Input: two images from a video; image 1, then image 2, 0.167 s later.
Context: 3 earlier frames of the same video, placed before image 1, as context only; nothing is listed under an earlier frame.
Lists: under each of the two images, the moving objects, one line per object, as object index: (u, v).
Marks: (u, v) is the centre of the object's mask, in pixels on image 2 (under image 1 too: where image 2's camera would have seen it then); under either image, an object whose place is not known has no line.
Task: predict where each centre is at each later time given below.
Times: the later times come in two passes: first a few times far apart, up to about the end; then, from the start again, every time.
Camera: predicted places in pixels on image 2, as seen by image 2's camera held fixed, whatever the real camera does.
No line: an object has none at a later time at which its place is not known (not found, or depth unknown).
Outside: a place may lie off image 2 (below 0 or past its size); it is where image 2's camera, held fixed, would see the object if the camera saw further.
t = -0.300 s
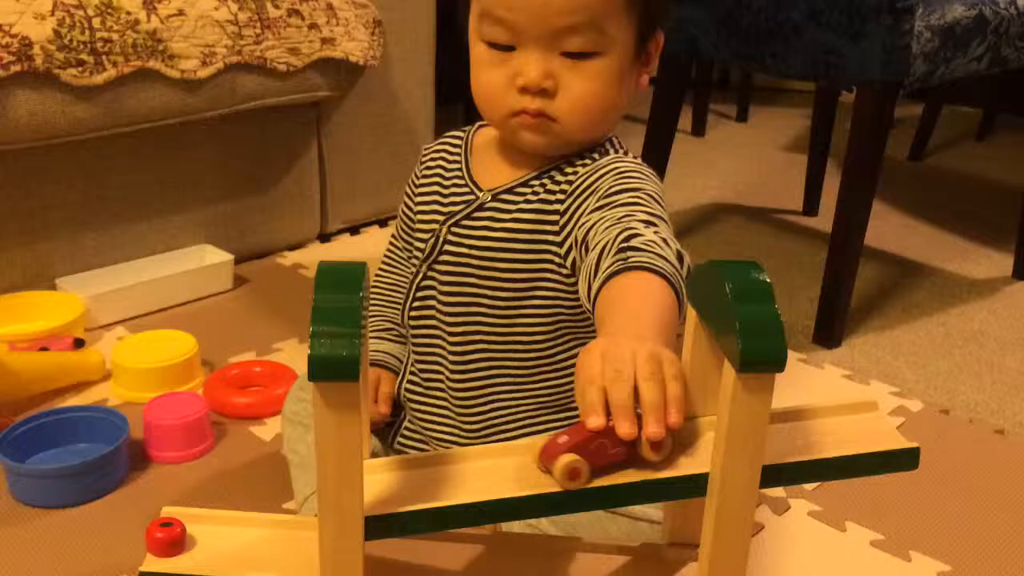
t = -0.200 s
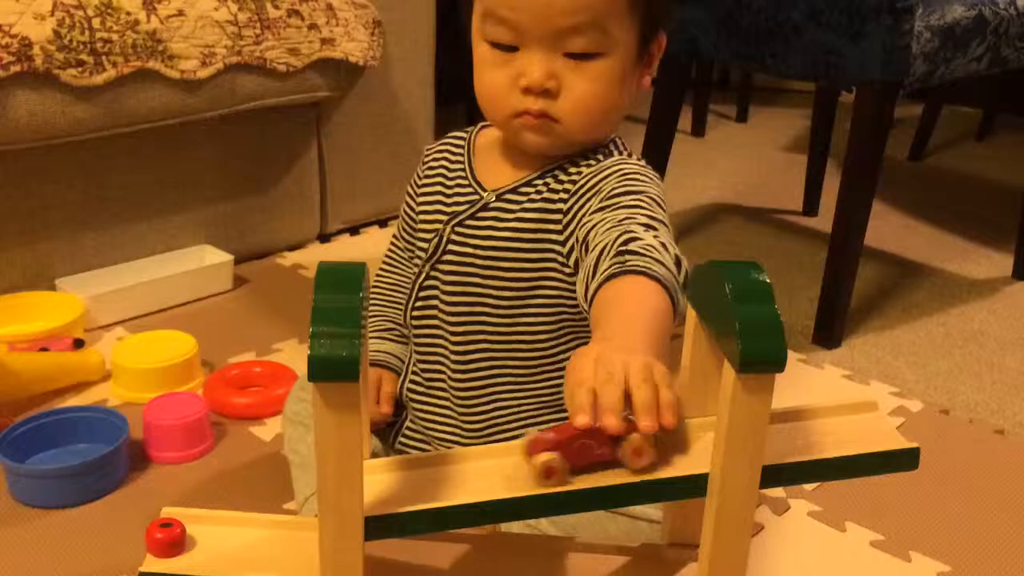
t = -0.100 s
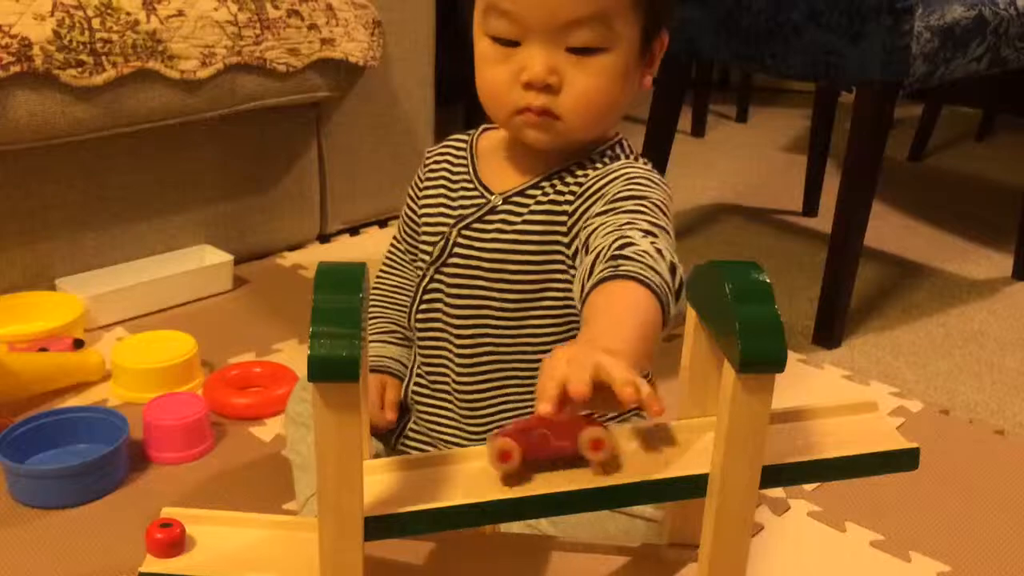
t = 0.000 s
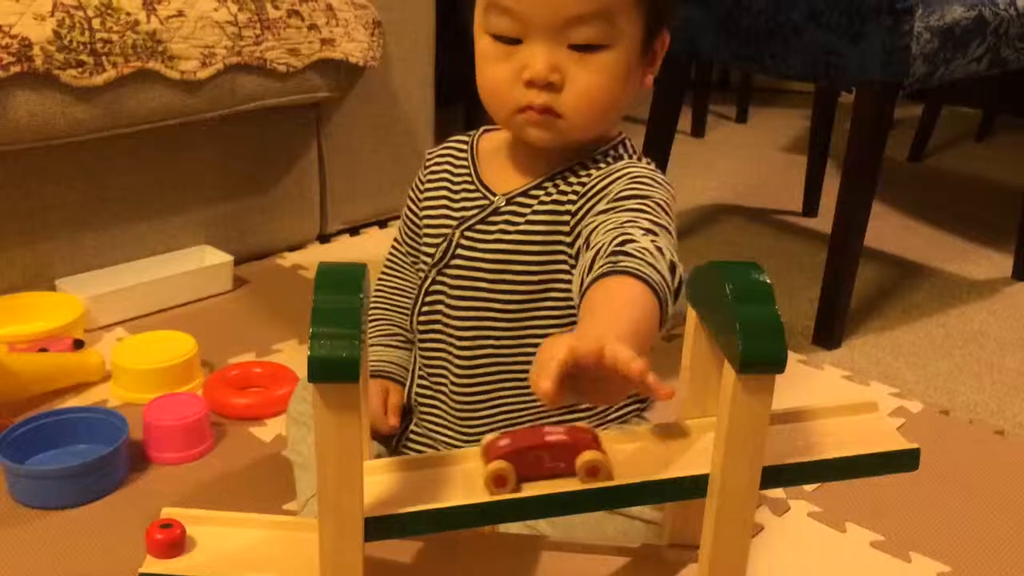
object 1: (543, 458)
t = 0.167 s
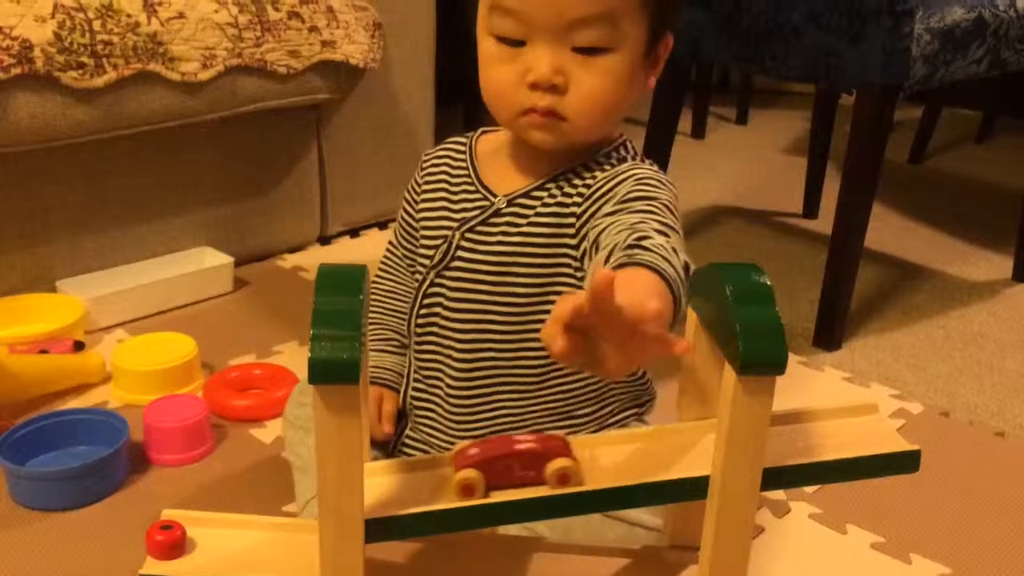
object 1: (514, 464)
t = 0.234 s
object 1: (495, 466)
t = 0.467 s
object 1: (413, 477)
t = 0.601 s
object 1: (291, 502)
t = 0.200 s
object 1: (505, 464)
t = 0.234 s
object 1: (495, 466)
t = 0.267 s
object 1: (485, 467)
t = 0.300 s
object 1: (472, 469)
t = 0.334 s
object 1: (459, 471)
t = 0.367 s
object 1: (446, 472)
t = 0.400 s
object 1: (431, 475)
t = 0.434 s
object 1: (421, 476)
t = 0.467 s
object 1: (413, 477)
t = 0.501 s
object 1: (406, 478)
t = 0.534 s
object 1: (395, 479)
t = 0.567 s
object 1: (386, 481)
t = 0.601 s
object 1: (291, 502)
